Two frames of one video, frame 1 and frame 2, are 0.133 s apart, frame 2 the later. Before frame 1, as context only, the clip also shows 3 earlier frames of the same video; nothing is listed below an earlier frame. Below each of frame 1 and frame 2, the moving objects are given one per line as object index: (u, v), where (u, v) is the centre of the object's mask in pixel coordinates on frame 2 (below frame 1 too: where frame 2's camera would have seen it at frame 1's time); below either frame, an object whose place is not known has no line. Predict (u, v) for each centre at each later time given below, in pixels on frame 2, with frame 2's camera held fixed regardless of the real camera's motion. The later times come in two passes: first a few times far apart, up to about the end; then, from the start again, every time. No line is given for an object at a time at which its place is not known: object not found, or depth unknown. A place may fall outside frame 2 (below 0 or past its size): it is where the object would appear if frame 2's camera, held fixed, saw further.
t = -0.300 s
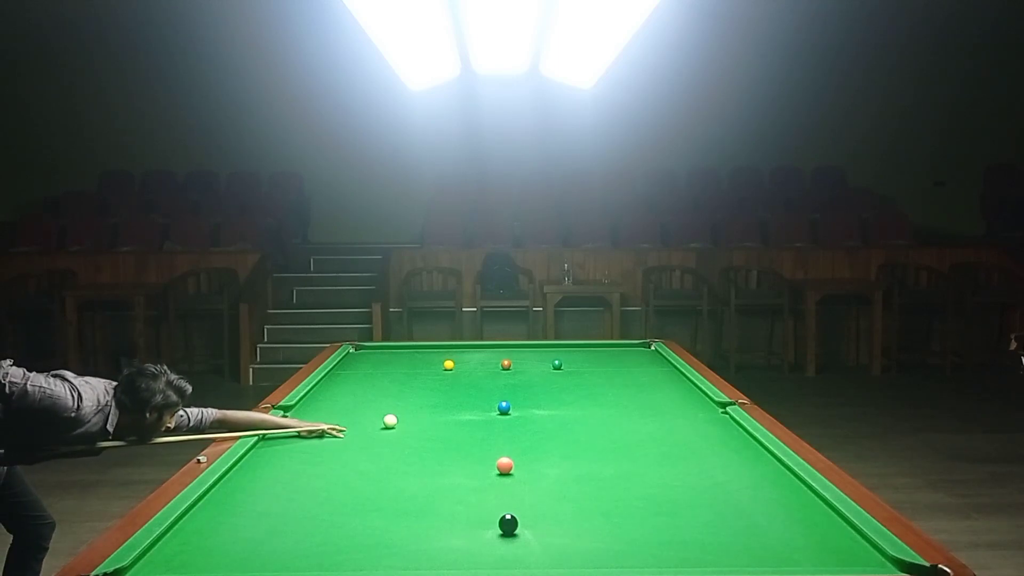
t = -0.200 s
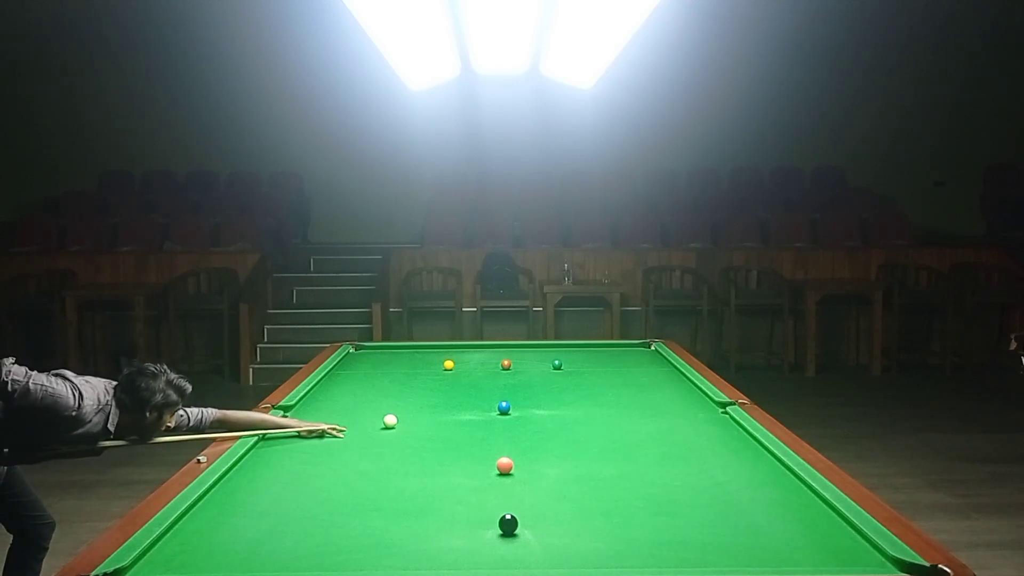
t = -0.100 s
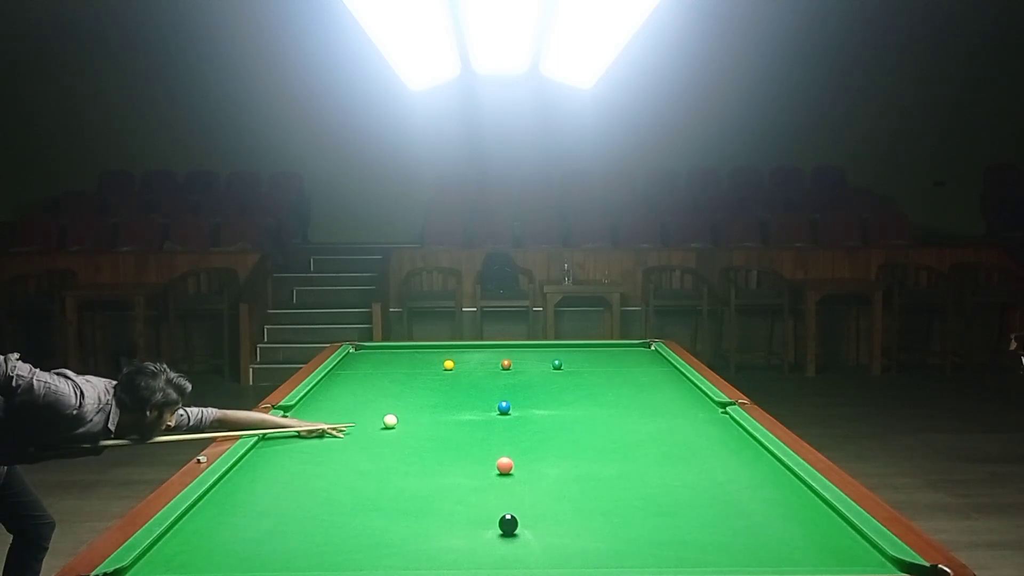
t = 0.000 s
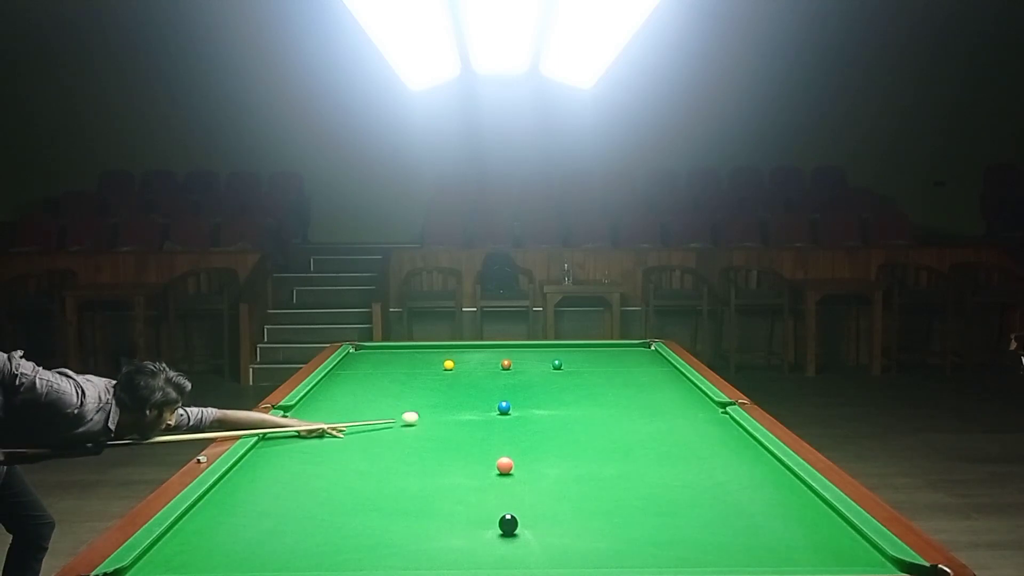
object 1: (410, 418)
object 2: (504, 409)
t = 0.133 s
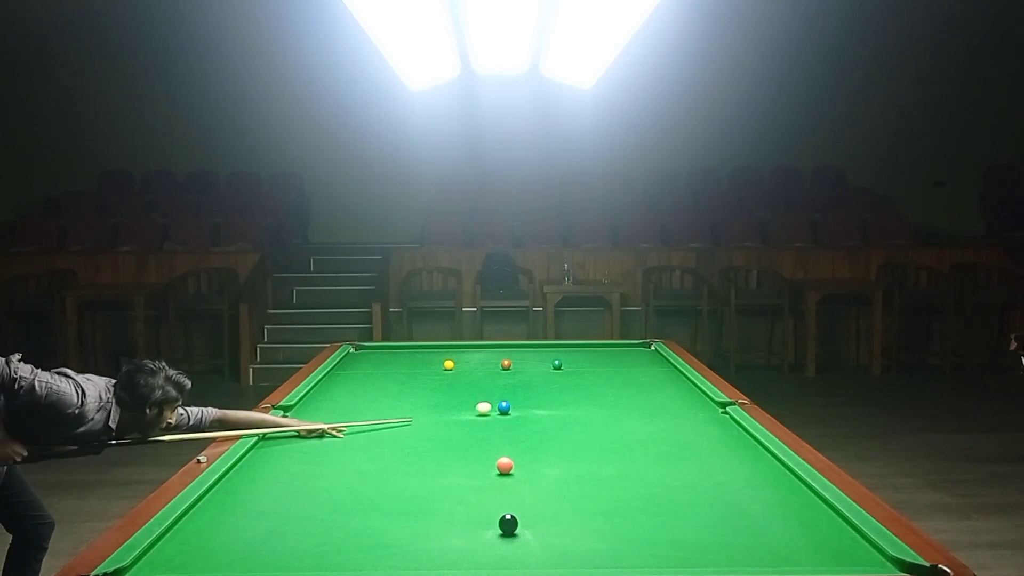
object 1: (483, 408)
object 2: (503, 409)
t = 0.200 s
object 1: (493, 404)
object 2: (525, 408)
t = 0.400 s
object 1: (498, 396)
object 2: (599, 408)
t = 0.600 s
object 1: (503, 388)
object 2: (660, 408)
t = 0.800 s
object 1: (508, 381)
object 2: (719, 407)
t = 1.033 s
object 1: (513, 374)
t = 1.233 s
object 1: (517, 368)
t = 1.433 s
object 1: (520, 363)
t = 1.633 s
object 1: (524, 358)
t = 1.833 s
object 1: (527, 354)
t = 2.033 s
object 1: (530, 350)
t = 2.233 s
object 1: (533, 346)
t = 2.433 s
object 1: (534, 346)
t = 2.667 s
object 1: (534, 349)
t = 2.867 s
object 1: (535, 352)
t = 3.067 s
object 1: (535, 354)
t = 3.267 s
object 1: (536, 356)
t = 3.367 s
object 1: (536, 358)
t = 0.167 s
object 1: (492, 406)
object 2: (510, 408)
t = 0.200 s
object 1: (493, 404)
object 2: (525, 408)
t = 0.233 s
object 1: (494, 403)
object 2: (539, 408)
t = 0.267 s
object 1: (494, 401)
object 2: (552, 408)
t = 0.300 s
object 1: (495, 400)
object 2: (565, 408)
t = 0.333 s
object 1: (496, 399)
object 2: (577, 408)
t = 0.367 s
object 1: (497, 397)
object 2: (588, 408)
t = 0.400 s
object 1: (498, 396)
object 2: (599, 408)
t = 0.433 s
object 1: (499, 394)
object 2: (609, 408)
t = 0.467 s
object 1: (500, 393)
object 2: (620, 408)
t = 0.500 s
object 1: (501, 392)
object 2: (630, 408)
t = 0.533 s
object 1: (501, 391)
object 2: (640, 408)
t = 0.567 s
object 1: (502, 389)
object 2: (650, 408)
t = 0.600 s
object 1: (503, 388)
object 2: (660, 408)
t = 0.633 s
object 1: (504, 387)
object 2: (670, 408)
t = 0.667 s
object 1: (505, 386)
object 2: (680, 408)
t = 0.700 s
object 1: (506, 385)
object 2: (690, 408)
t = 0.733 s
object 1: (506, 383)
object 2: (700, 408)
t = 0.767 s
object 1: (507, 382)
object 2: (709, 407)
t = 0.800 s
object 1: (508, 381)
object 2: (719, 407)
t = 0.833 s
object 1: (508, 380)
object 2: (728, 405)
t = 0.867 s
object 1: (509, 379)
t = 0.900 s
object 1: (510, 378)
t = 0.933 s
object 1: (511, 377)
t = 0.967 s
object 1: (511, 376)
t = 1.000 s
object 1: (512, 375)
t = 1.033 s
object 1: (513, 374)
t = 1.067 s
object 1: (513, 373)
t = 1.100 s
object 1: (514, 372)
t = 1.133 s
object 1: (515, 371)
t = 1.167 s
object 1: (515, 370)
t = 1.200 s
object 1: (516, 369)
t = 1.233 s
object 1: (517, 368)
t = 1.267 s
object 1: (517, 367)
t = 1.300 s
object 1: (518, 367)
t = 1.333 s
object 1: (518, 366)
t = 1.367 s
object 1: (519, 365)
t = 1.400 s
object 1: (520, 364)
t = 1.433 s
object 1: (520, 363)
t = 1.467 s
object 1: (521, 362)
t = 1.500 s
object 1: (522, 361)
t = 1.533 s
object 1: (522, 361)
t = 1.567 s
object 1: (523, 360)
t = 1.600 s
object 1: (523, 359)
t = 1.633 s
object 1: (524, 358)
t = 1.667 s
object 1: (524, 358)
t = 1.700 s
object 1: (525, 357)
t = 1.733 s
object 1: (525, 356)
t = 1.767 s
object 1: (526, 355)
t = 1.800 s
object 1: (527, 355)
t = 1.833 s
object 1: (527, 354)
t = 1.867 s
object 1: (528, 353)
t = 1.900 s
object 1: (528, 353)
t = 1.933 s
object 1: (529, 352)
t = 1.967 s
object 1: (529, 351)
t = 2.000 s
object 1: (530, 351)
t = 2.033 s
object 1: (530, 350)
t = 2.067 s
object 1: (530, 349)
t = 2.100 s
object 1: (531, 348)
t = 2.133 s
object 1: (532, 348)
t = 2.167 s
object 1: (532, 347)
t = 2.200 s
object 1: (533, 347)
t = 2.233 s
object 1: (533, 346)
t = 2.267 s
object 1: (533, 346)
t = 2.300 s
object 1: (534, 345)
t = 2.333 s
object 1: (534, 345)
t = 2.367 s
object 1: (534, 346)
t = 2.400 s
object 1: (534, 346)
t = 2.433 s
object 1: (534, 346)
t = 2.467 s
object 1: (534, 347)
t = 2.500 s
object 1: (534, 347)
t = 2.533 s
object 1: (534, 348)
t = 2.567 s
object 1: (534, 348)
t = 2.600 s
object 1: (534, 349)
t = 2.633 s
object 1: (534, 349)
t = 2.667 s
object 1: (534, 349)
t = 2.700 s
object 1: (535, 350)
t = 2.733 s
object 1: (535, 350)
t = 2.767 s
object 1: (535, 351)
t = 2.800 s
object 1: (535, 351)
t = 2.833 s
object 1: (535, 351)
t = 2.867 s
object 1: (535, 352)
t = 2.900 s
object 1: (535, 352)
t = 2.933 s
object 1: (535, 353)
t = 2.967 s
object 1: (535, 353)
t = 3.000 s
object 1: (535, 353)
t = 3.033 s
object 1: (535, 354)
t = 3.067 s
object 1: (535, 354)
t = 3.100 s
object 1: (535, 355)
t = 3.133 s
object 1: (535, 355)
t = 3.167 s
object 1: (535, 355)
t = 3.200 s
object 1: (535, 356)
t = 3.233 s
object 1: (535, 356)
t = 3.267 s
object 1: (536, 356)
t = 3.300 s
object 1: (536, 357)
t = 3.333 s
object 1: (536, 357)
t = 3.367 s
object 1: (536, 358)
